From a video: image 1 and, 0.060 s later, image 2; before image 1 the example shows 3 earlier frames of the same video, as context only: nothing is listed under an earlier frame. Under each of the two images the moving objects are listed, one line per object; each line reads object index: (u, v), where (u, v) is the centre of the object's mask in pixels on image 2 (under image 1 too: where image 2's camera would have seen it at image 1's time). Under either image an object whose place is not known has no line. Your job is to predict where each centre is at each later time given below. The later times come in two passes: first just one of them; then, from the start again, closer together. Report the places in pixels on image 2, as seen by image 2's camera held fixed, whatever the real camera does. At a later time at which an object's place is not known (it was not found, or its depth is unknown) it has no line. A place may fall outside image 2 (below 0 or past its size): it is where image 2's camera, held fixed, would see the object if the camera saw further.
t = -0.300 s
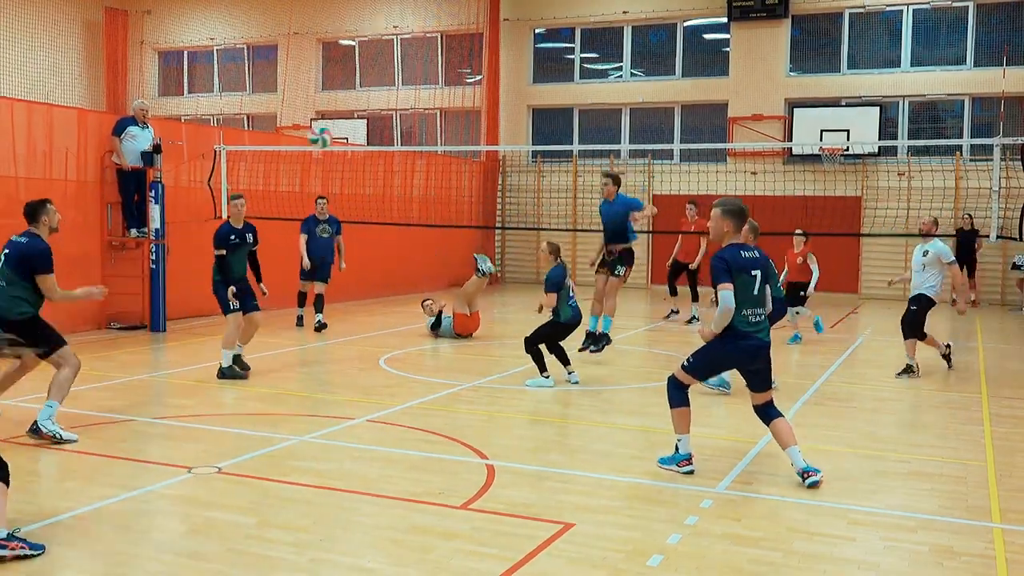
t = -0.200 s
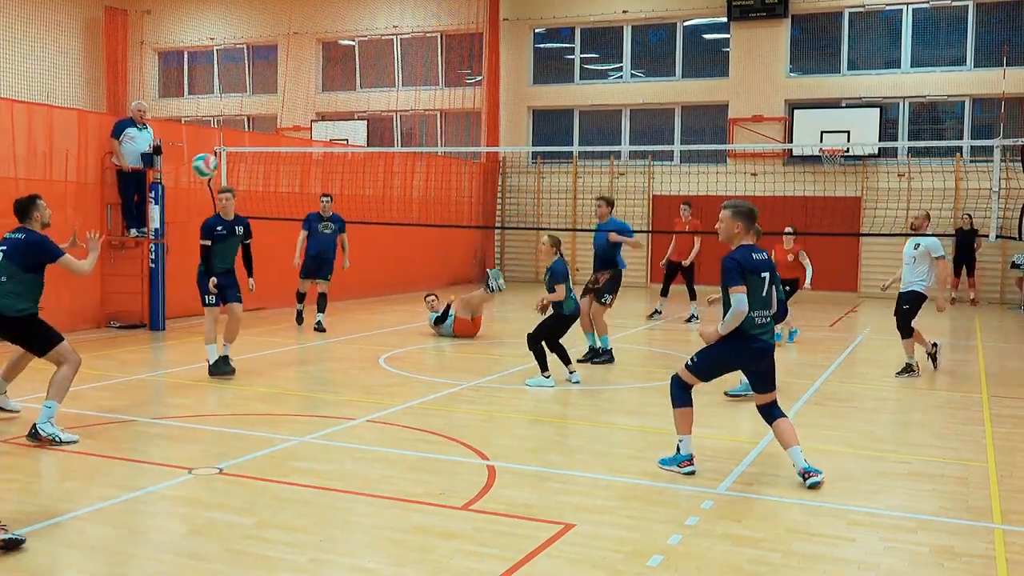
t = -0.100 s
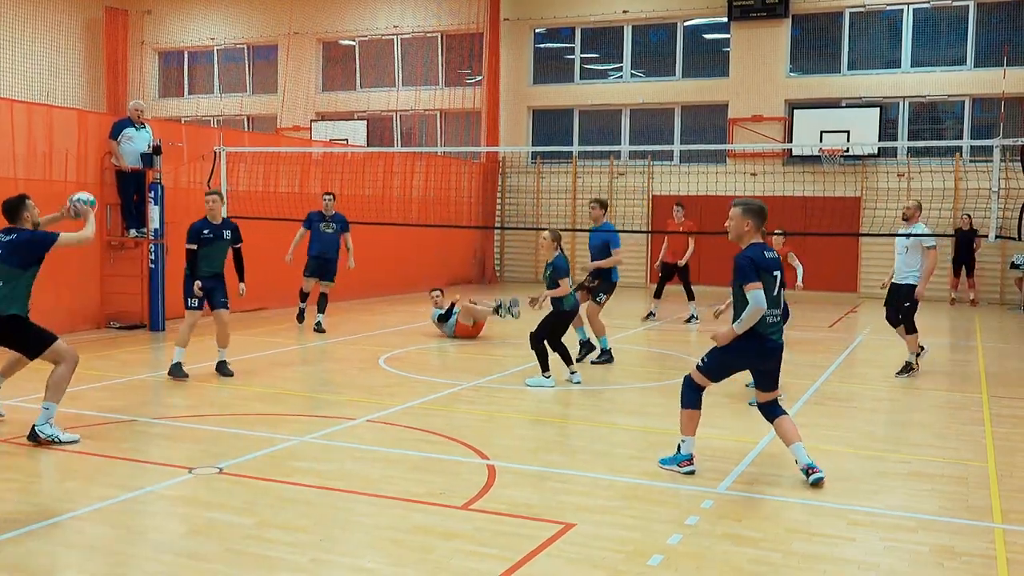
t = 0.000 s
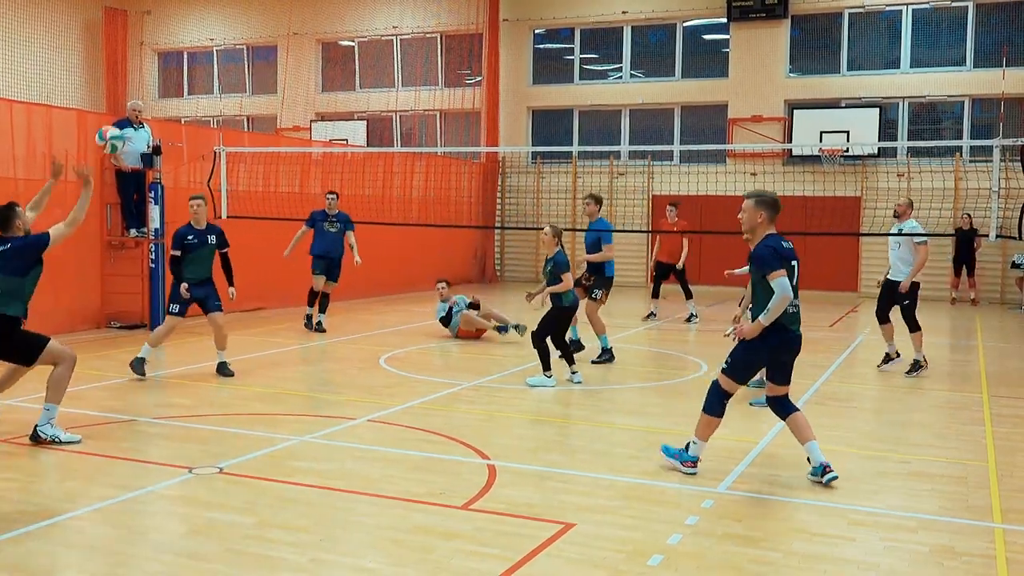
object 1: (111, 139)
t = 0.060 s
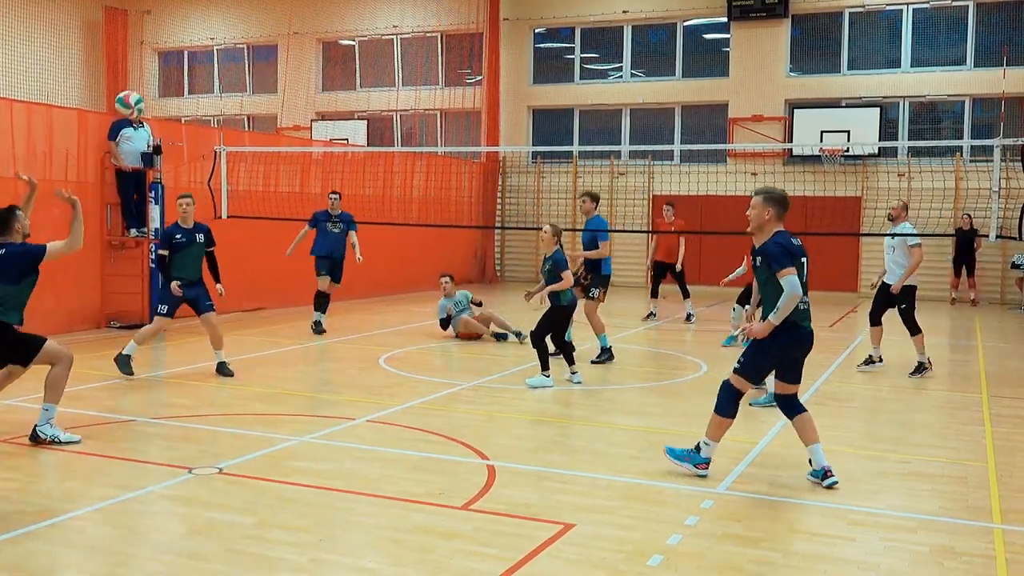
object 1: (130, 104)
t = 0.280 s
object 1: (196, 21)
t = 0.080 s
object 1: (135, 93)
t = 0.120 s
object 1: (148, 75)
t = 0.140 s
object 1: (154, 65)
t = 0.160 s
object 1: (161, 58)
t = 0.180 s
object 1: (166, 50)
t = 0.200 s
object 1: (172, 43)
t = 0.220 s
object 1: (178, 37)
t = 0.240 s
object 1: (184, 31)
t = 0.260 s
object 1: (190, 26)
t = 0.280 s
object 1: (196, 21)
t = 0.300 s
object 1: (202, 16)
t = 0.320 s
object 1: (207, 13)
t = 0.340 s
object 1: (213, 11)
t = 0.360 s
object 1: (218, 9)
